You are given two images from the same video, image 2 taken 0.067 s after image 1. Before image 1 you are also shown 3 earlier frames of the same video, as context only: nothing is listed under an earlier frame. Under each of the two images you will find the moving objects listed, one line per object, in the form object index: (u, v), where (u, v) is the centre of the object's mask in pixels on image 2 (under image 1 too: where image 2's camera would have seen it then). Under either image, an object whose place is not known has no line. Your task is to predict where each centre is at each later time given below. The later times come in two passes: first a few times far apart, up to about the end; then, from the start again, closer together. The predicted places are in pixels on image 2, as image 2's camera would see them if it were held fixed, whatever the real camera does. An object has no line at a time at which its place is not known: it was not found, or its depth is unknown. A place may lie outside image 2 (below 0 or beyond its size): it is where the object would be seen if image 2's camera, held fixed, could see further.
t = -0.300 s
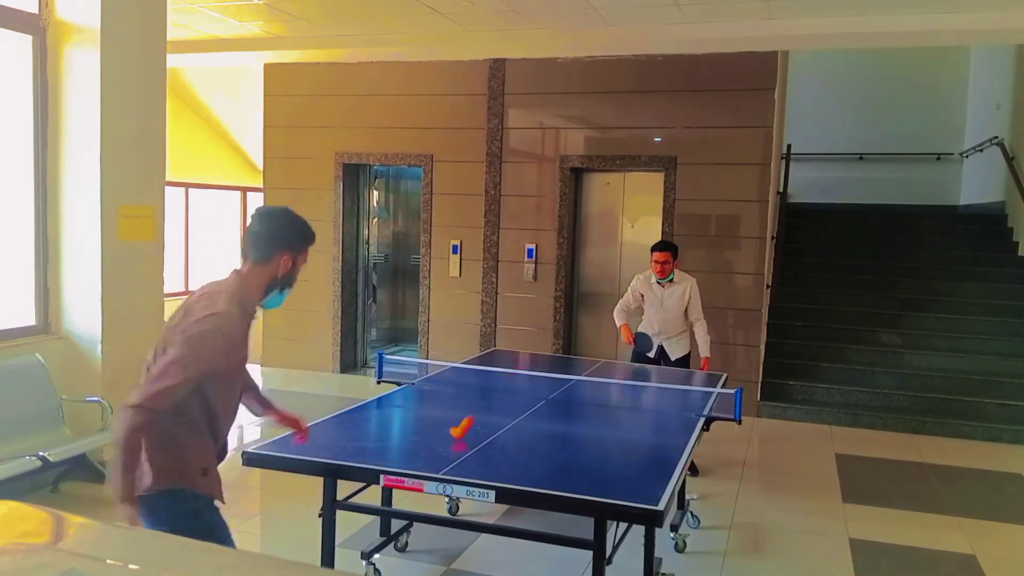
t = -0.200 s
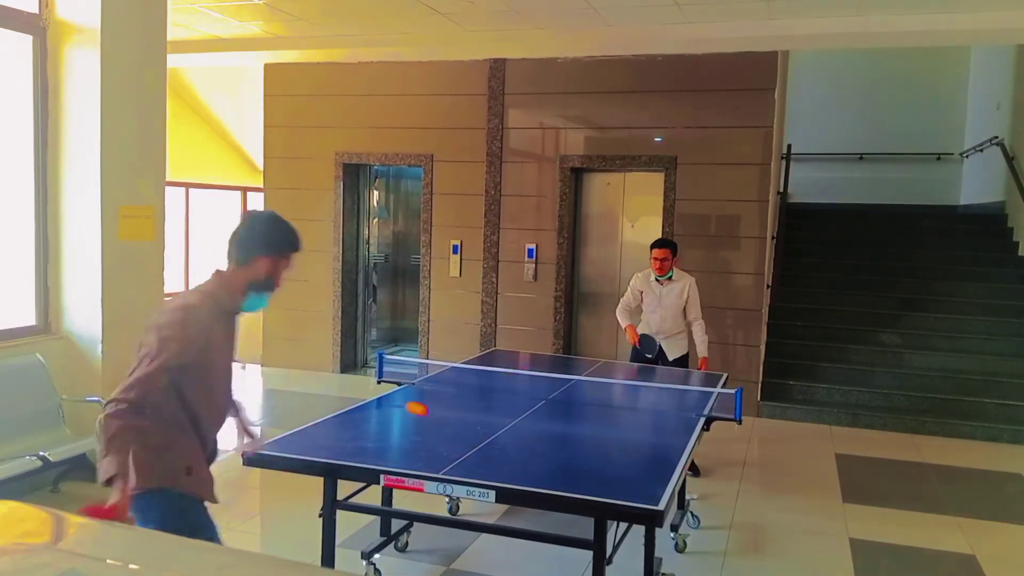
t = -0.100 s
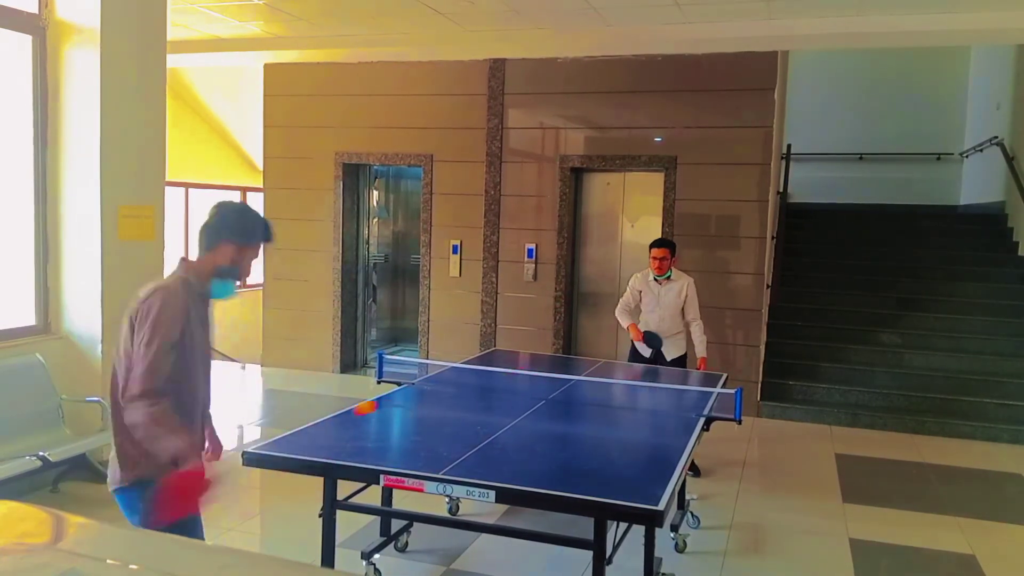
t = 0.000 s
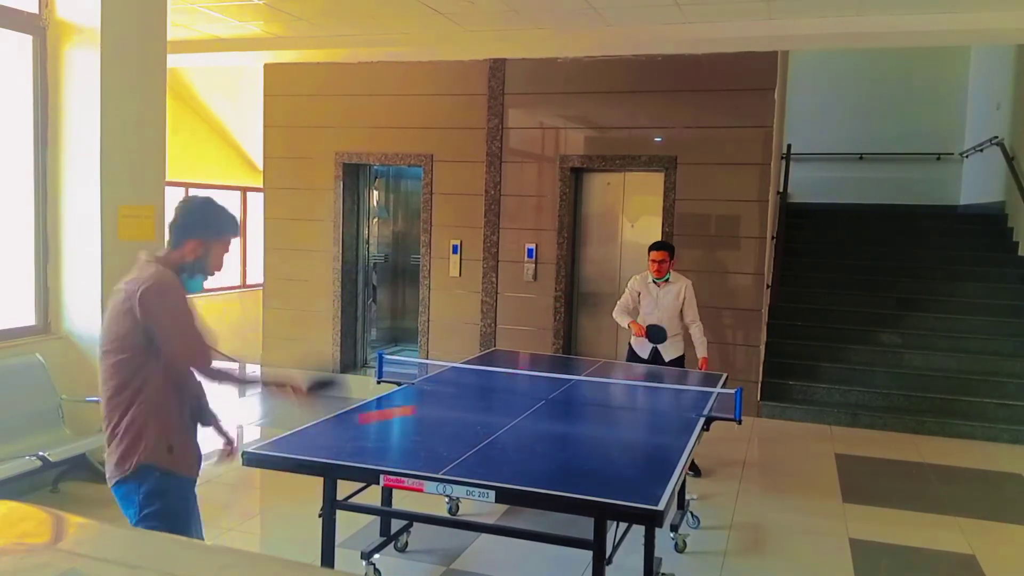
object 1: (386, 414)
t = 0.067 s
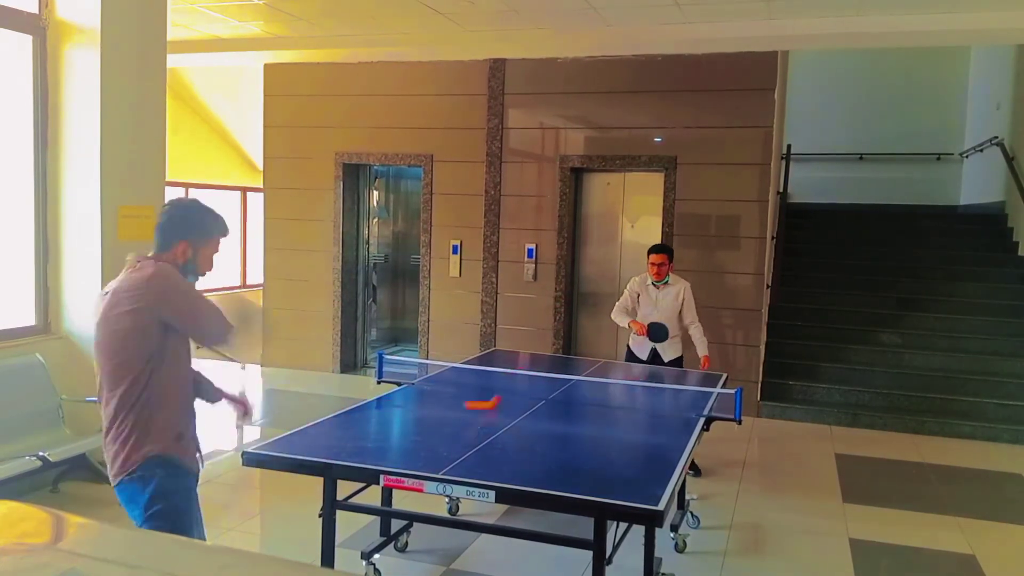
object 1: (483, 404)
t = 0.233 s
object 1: (502, 386)
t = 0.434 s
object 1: (480, 390)
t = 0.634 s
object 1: (462, 396)
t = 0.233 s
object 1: (502, 386)
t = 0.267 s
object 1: (496, 394)
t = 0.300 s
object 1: (492, 392)
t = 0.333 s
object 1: (489, 388)
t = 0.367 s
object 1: (486, 387)
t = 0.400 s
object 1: (483, 387)
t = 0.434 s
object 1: (480, 390)
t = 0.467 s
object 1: (476, 396)
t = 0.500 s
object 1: (473, 401)
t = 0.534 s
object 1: (470, 396)
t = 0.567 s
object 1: (468, 394)
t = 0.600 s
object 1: (465, 394)
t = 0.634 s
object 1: (462, 396)
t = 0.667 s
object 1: (459, 401)
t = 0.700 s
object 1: (456, 406)
